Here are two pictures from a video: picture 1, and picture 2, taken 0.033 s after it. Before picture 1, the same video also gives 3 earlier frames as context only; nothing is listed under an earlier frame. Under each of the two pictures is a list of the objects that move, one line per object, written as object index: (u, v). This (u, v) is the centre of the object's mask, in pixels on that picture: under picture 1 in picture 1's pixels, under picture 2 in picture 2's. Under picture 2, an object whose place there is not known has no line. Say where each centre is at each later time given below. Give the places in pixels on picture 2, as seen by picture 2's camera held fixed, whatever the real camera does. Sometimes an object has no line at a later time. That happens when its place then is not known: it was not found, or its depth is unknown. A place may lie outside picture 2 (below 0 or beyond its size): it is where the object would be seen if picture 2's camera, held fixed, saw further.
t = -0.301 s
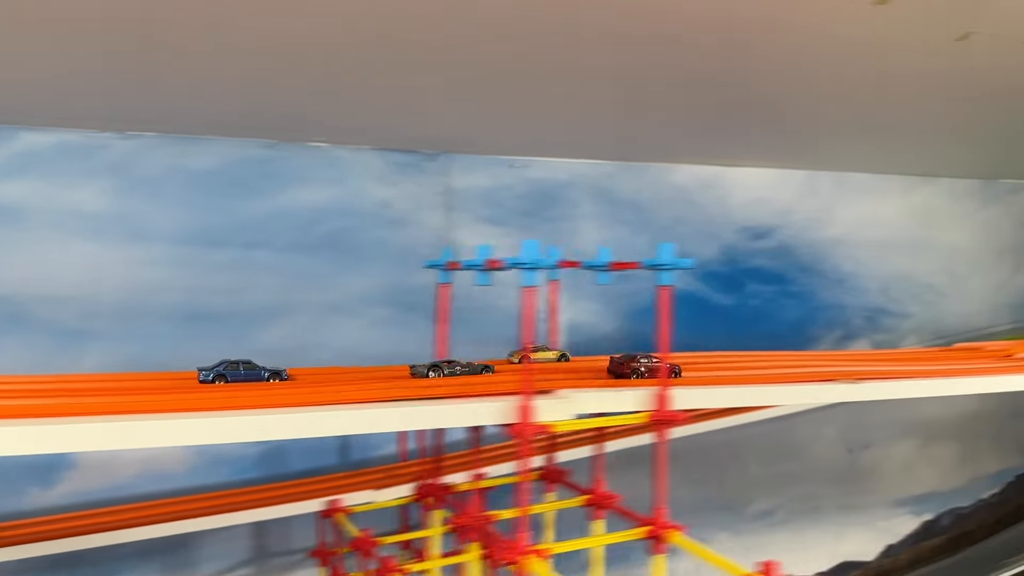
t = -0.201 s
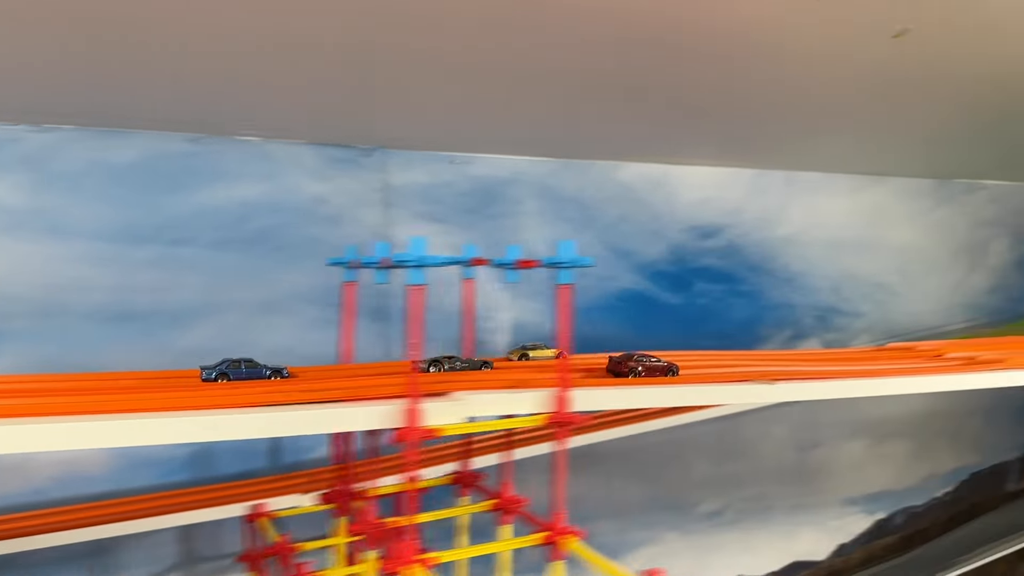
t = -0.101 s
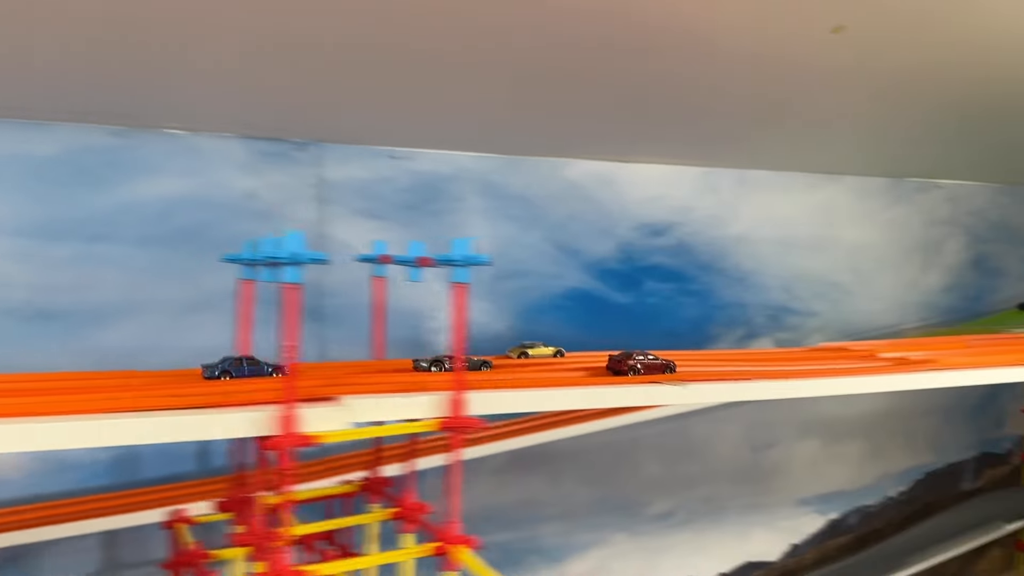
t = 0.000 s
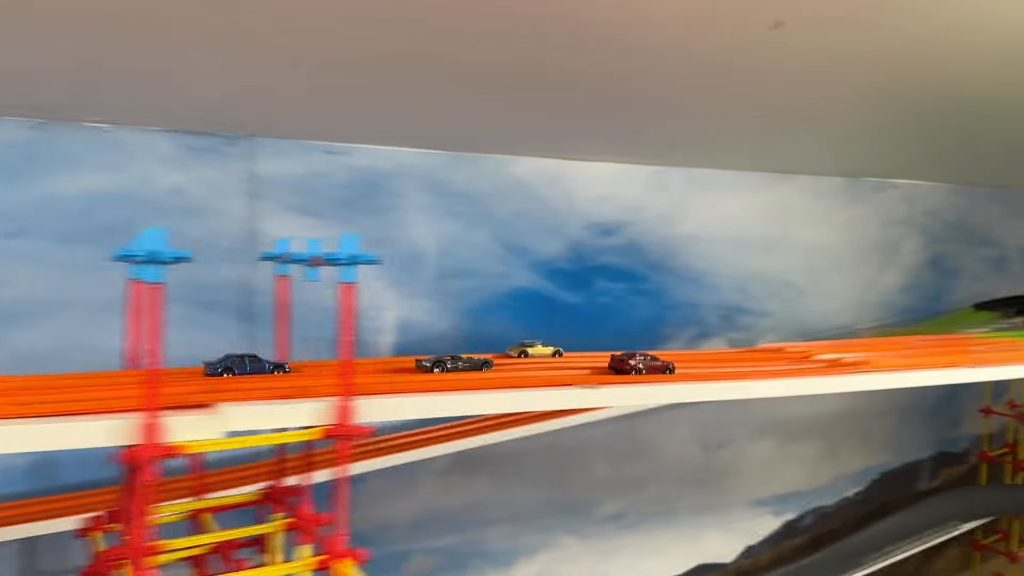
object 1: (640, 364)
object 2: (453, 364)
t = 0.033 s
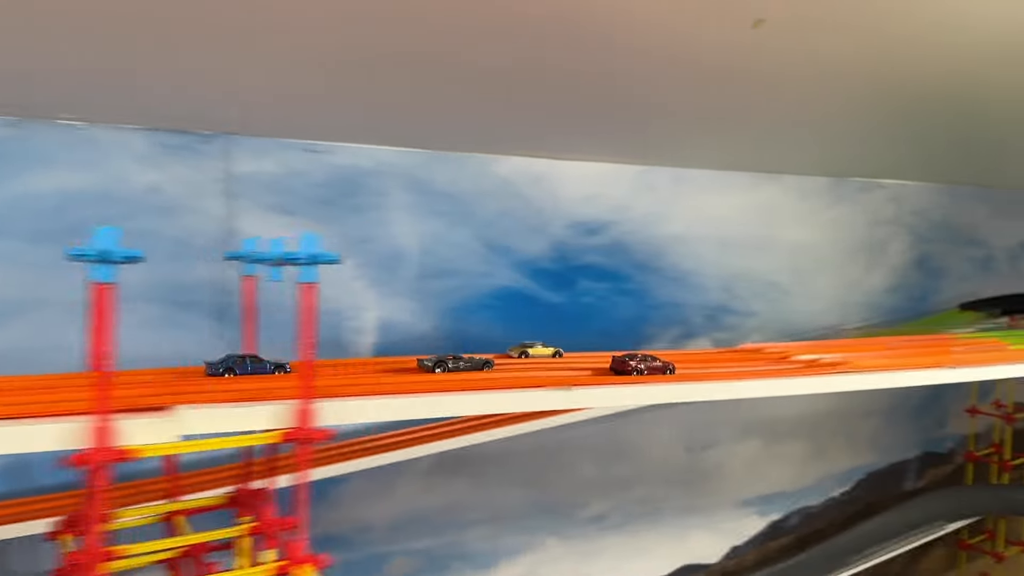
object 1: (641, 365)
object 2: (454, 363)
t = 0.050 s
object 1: (651, 365)
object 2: (466, 363)
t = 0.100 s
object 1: (683, 366)
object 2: (500, 362)
